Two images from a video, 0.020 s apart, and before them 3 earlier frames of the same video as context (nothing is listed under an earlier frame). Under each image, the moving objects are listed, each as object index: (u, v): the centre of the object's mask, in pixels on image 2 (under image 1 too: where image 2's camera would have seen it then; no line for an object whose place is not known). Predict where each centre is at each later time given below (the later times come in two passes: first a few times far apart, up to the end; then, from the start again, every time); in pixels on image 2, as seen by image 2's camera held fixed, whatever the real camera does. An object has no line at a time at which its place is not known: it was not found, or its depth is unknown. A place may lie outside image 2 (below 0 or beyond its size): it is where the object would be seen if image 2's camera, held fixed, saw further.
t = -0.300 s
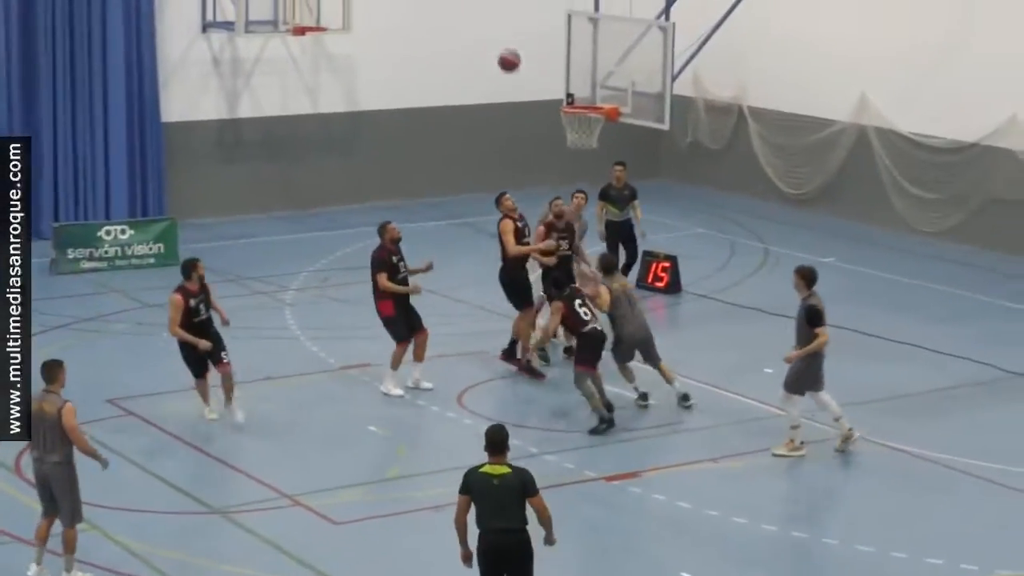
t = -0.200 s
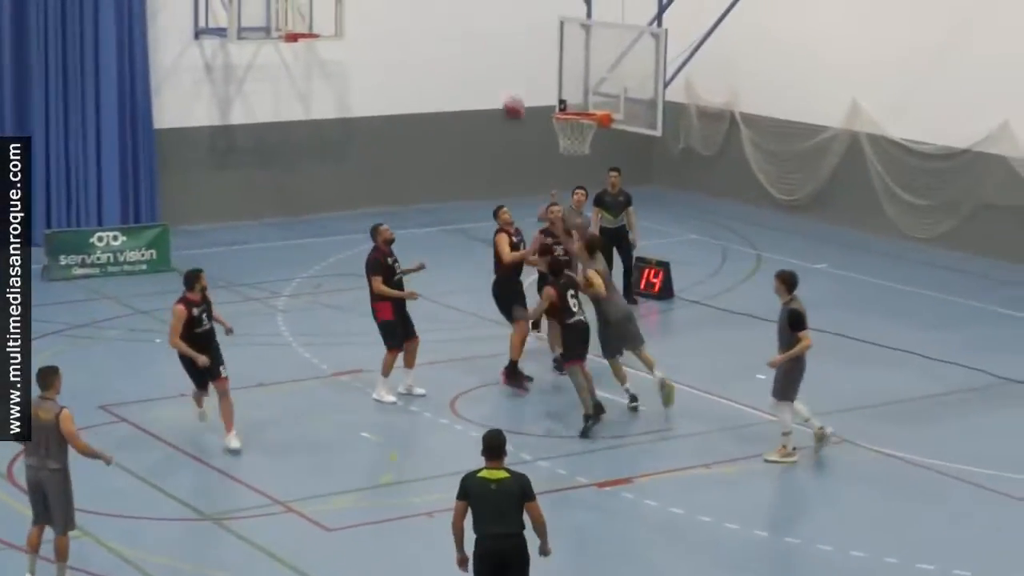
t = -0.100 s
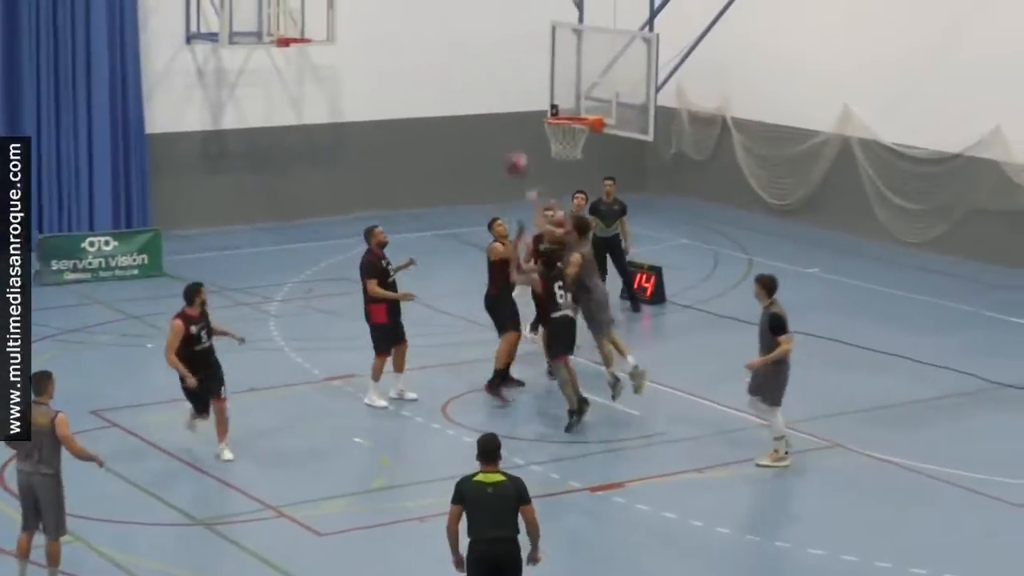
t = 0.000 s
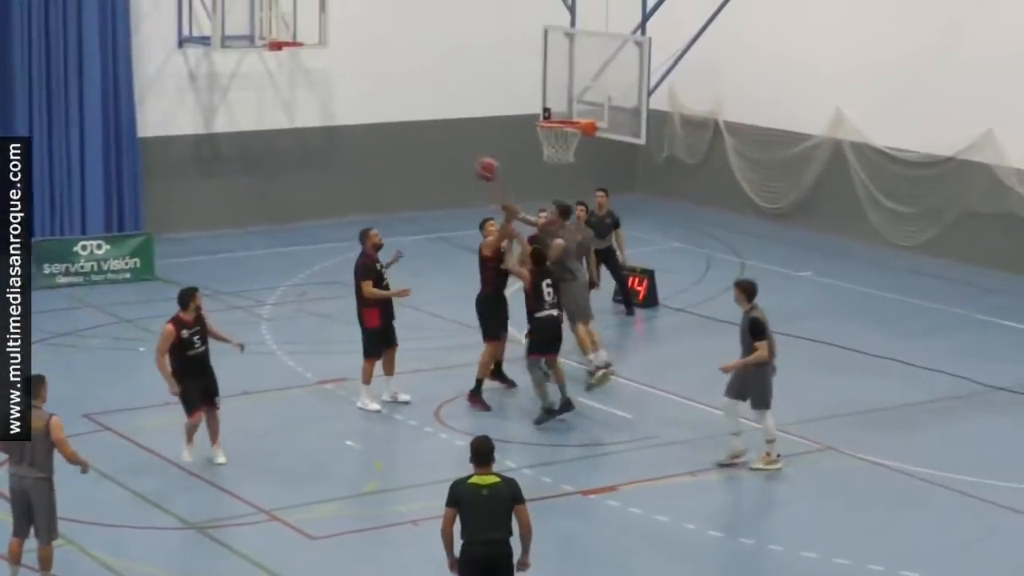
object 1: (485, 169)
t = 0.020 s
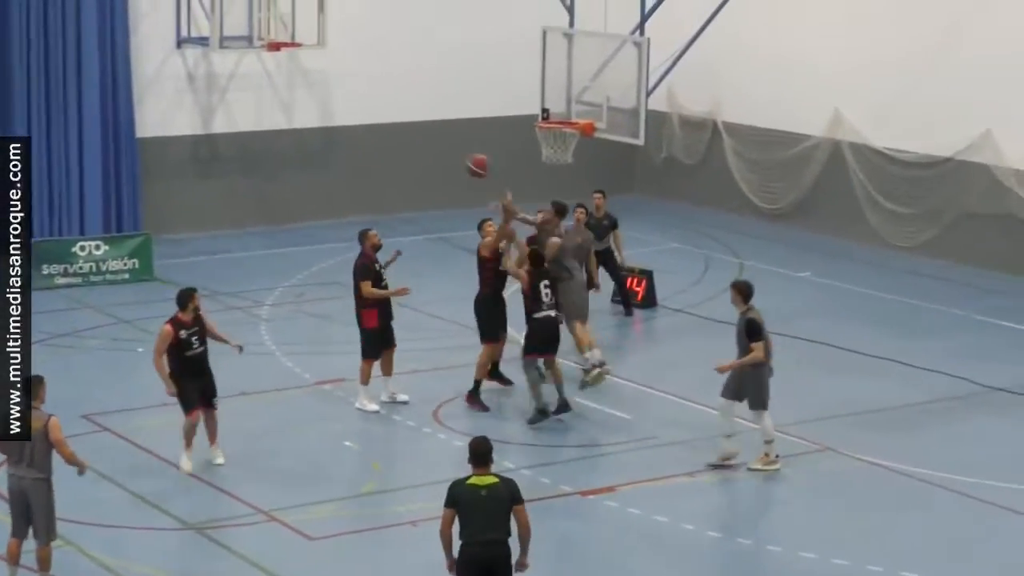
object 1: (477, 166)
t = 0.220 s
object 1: (398, 145)
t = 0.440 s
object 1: (301, 164)
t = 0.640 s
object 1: (206, 232)
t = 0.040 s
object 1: (470, 162)
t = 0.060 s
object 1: (462, 158)
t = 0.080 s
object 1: (454, 155)
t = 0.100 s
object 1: (448, 153)
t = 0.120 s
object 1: (438, 150)
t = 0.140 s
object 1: (430, 148)
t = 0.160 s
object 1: (423, 147)
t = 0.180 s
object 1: (416, 147)
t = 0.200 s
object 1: (406, 147)
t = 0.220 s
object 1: (398, 145)
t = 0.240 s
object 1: (387, 144)
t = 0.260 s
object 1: (380, 144)
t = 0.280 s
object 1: (371, 146)
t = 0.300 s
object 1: (363, 146)
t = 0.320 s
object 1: (354, 148)
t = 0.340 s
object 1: (345, 150)
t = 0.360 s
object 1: (334, 152)
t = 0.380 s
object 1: (326, 155)
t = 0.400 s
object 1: (318, 158)
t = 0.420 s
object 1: (309, 161)
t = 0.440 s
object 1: (301, 164)
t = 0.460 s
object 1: (293, 169)
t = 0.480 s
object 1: (283, 175)
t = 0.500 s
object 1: (274, 180)
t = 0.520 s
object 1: (264, 187)
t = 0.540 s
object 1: (256, 194)
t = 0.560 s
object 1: (244, 200)
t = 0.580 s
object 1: (236, 206)
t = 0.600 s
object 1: (225, 216)
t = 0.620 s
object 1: (217, 223)
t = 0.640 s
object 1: (206, 232)
